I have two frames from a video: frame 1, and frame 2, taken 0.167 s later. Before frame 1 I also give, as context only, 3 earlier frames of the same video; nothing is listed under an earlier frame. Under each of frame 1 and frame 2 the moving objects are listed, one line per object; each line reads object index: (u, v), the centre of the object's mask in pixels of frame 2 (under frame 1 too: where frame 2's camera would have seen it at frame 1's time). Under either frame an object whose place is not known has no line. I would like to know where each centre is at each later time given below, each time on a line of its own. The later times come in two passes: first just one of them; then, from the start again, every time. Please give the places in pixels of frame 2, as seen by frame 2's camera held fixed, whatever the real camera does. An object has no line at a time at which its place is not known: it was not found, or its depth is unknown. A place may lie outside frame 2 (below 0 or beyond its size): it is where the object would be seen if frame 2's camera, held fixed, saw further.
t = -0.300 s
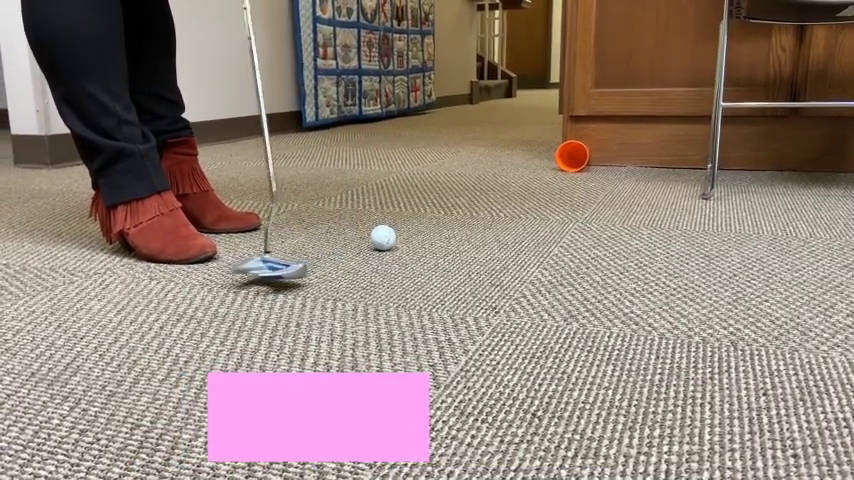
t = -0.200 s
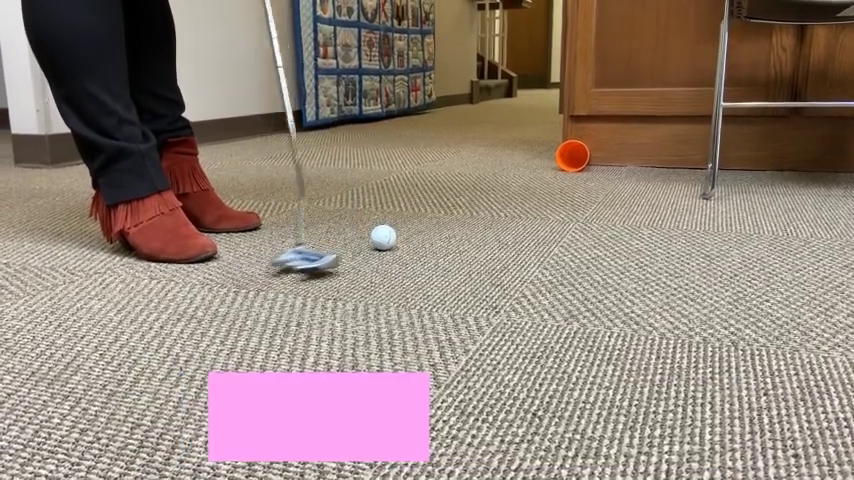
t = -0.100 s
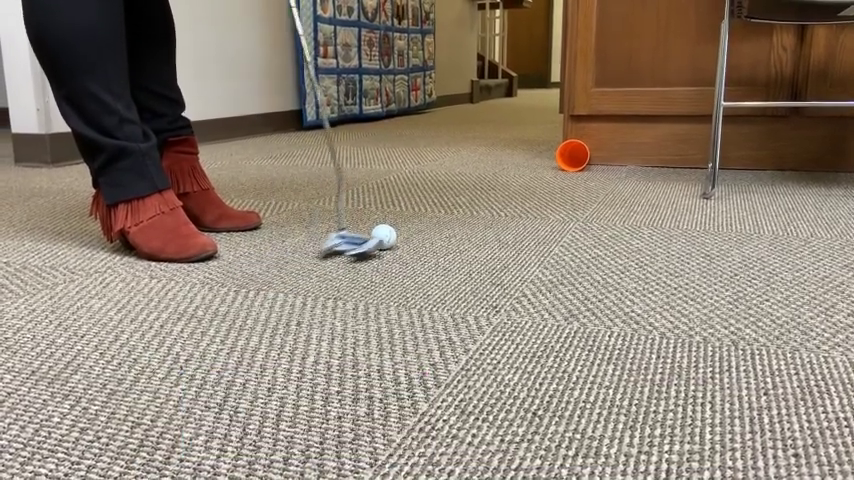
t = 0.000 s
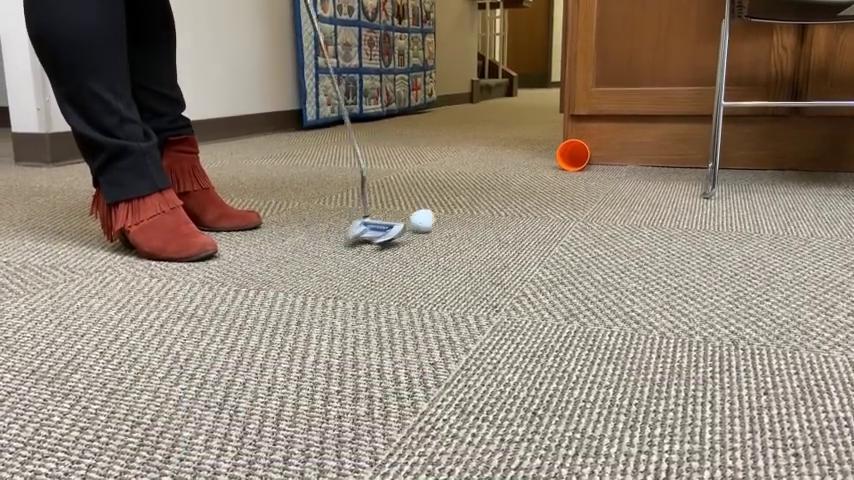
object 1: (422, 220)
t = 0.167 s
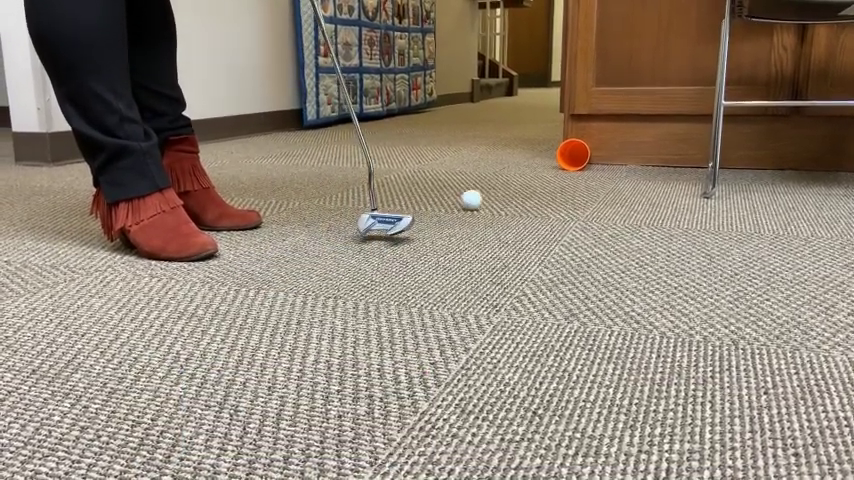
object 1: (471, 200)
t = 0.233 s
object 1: (486, 194)
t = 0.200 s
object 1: (479, 197)
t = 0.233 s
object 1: (486, 194)
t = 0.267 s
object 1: (492, 191)
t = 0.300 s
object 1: (498, 189)
